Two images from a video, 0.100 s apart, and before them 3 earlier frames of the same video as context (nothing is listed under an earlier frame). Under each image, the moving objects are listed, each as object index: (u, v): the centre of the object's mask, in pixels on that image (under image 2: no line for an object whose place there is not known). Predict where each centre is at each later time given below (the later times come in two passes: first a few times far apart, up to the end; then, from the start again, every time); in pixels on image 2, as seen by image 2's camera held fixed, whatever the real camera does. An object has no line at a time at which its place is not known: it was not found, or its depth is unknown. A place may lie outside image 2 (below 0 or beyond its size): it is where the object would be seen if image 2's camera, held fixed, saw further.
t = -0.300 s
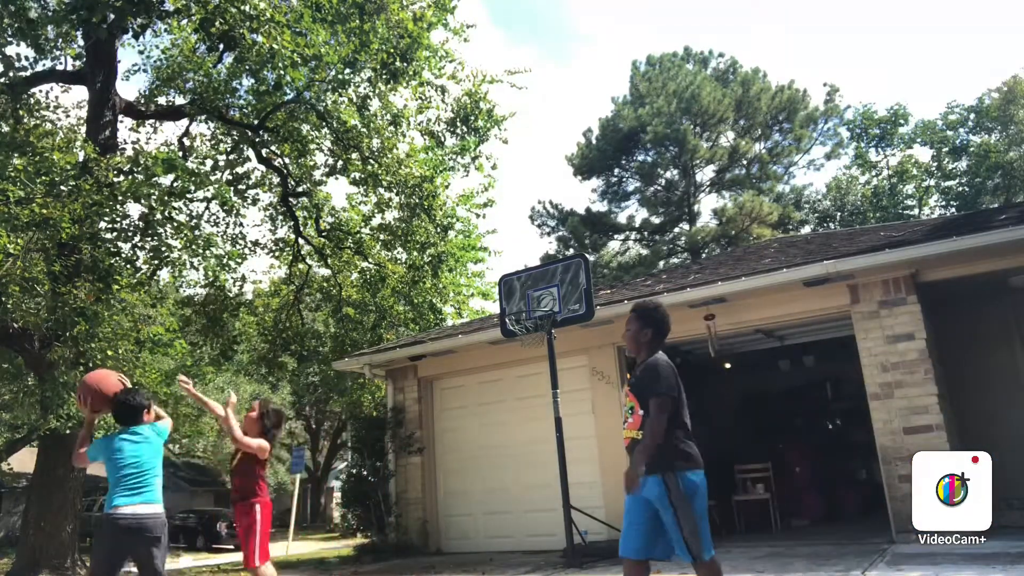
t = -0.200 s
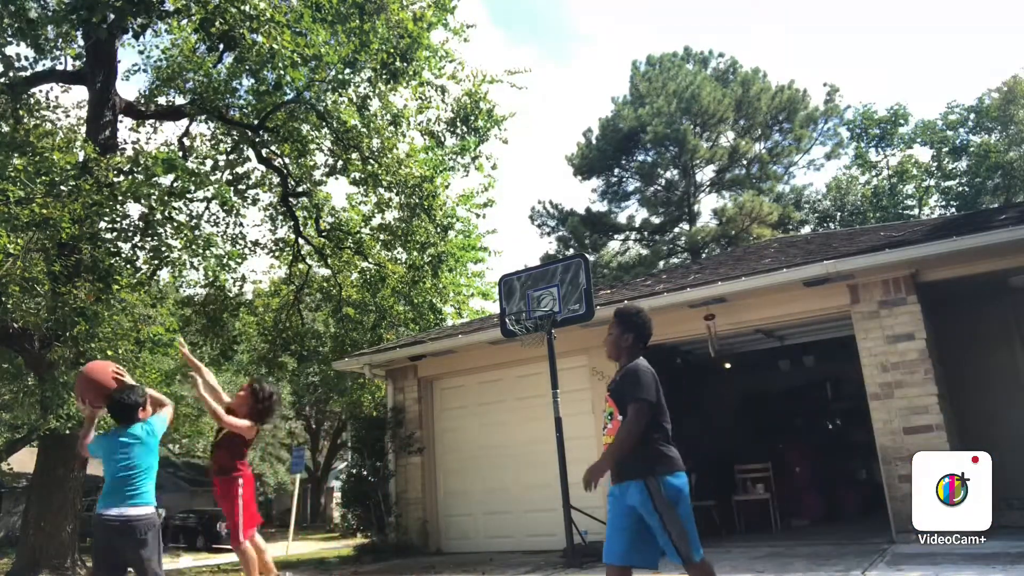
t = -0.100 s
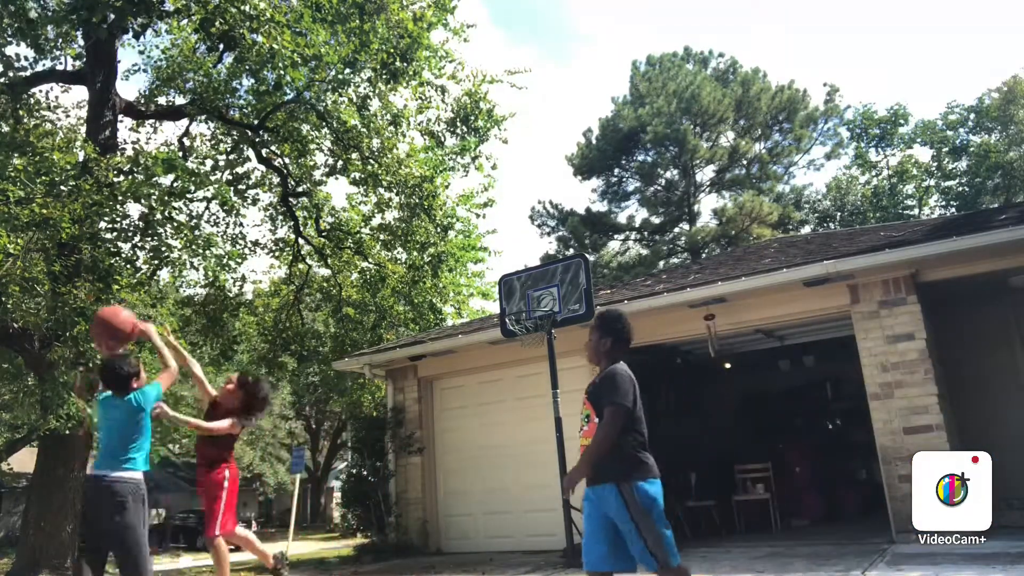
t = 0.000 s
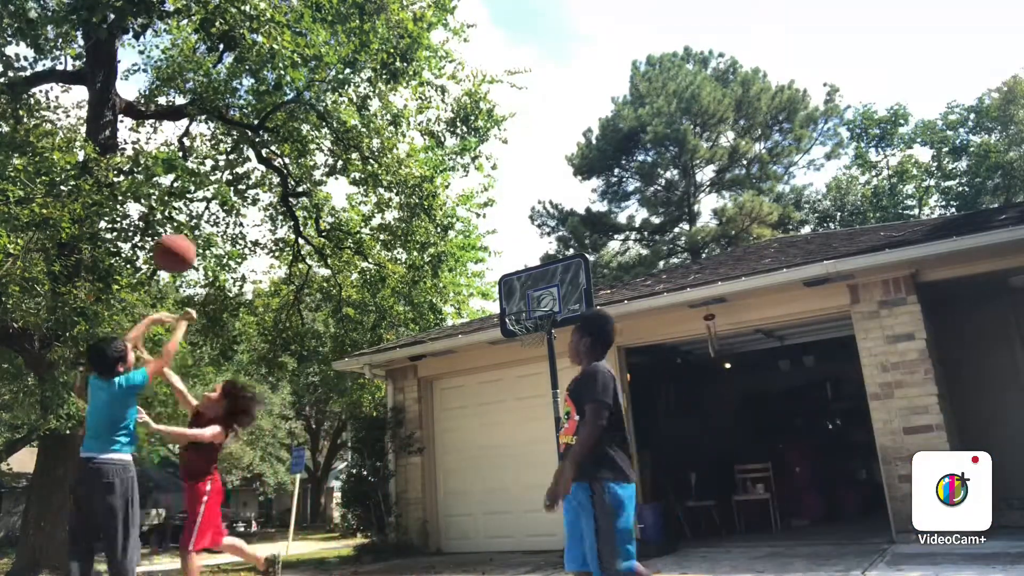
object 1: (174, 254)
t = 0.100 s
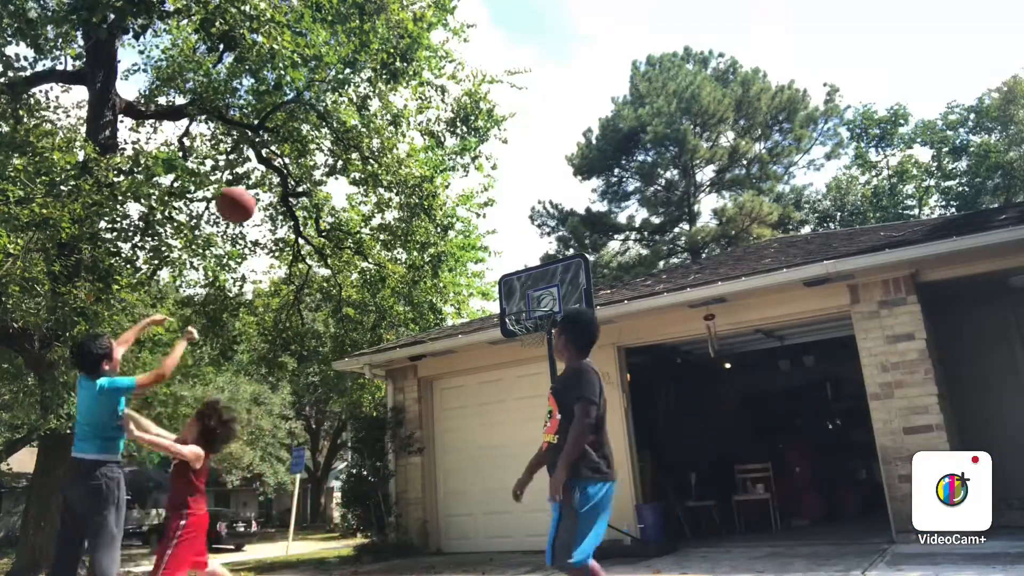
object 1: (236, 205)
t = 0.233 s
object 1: (306, 170)
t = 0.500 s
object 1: (415, 174)
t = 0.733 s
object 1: (491, 237)
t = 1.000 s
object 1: (546, 269)
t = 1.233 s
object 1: (570, 236)
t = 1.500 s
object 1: (607, 272)
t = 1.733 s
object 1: (653, 384)
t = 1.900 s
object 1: (698, 534)
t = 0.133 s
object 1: (255, 193)
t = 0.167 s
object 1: (272, 184)
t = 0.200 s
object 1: (290, 177)
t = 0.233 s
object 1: (306, 170)
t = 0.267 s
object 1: (321, 166)
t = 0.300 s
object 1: (336, 163)
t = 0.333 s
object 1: (350, 162)
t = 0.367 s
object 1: (365, 162)
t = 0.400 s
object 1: (377, 163)
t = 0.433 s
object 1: (389, 166)
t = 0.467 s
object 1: (402, 169)
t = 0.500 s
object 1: (415, 174)
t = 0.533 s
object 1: (427, 181)
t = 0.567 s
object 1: (437, 187)
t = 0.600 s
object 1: (449, 195)
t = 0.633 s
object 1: (459, 204)
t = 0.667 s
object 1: (471, 215)
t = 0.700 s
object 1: (481, 226)
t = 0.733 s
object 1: (491, 237)
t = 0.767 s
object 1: (502, 250)
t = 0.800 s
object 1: (512, 264)
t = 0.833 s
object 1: (523, 278)
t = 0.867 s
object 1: (532, 294)
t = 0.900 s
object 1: (536, 297)
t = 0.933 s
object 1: (541, 286)
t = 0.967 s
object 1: (544, 277)
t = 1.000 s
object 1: (546, 269)
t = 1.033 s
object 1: (549, 261)
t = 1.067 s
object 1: (552, 254)
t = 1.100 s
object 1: (555, 249)
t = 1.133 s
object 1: (558, 245)
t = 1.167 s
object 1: (563, 240)
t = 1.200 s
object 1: (566, 238)
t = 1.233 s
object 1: (570, 236)
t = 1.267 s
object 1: (574, 237)
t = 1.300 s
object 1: (577, 238)
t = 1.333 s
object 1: (584, 239)
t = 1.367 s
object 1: (587, 243)
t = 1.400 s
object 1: (592, 249)
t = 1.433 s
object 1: (596, 255)
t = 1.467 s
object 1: (603, 265)
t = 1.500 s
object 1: (607, 272)
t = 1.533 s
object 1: (613, 283)
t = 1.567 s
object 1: (619, 296)
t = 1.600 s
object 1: (625, 309)
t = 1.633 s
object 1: (632, 325)
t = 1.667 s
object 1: (638, 343)
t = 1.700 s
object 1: (645, 362)
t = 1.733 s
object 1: (653, 384)
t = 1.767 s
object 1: (661, 408)
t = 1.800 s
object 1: (669, 435)
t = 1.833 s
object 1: (678, 465)
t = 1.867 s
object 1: (688, 498)
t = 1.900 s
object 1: (698, 534)
